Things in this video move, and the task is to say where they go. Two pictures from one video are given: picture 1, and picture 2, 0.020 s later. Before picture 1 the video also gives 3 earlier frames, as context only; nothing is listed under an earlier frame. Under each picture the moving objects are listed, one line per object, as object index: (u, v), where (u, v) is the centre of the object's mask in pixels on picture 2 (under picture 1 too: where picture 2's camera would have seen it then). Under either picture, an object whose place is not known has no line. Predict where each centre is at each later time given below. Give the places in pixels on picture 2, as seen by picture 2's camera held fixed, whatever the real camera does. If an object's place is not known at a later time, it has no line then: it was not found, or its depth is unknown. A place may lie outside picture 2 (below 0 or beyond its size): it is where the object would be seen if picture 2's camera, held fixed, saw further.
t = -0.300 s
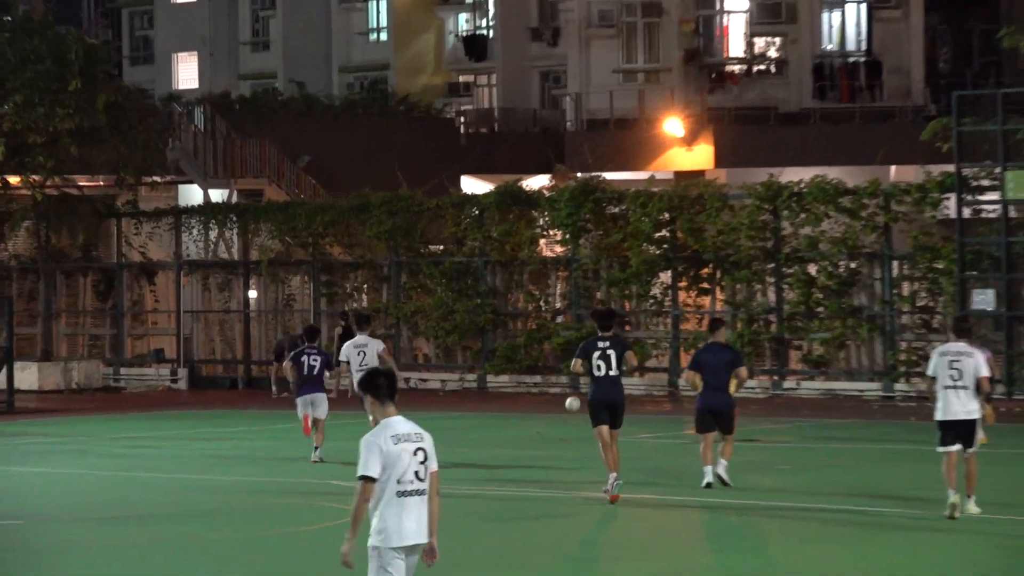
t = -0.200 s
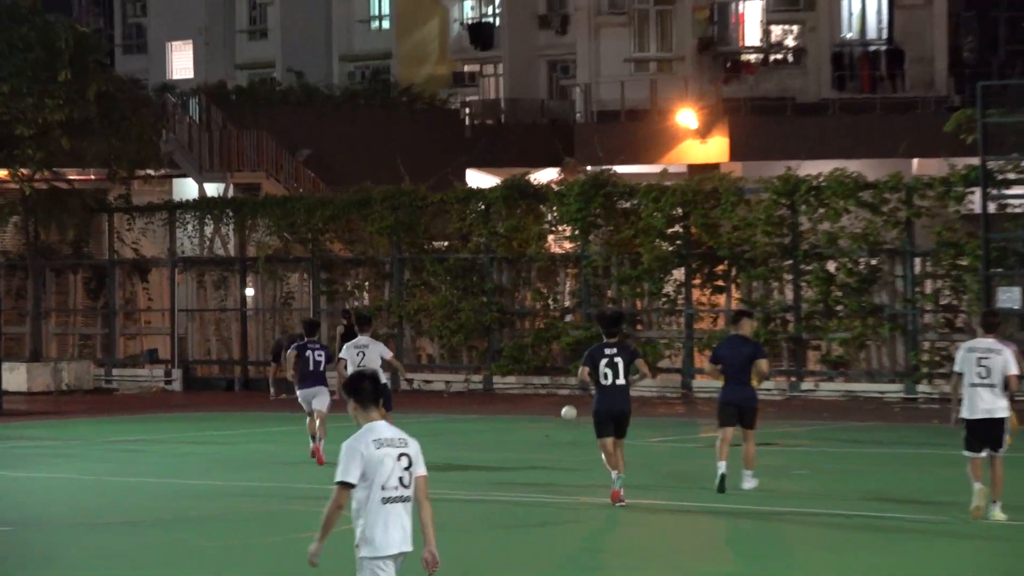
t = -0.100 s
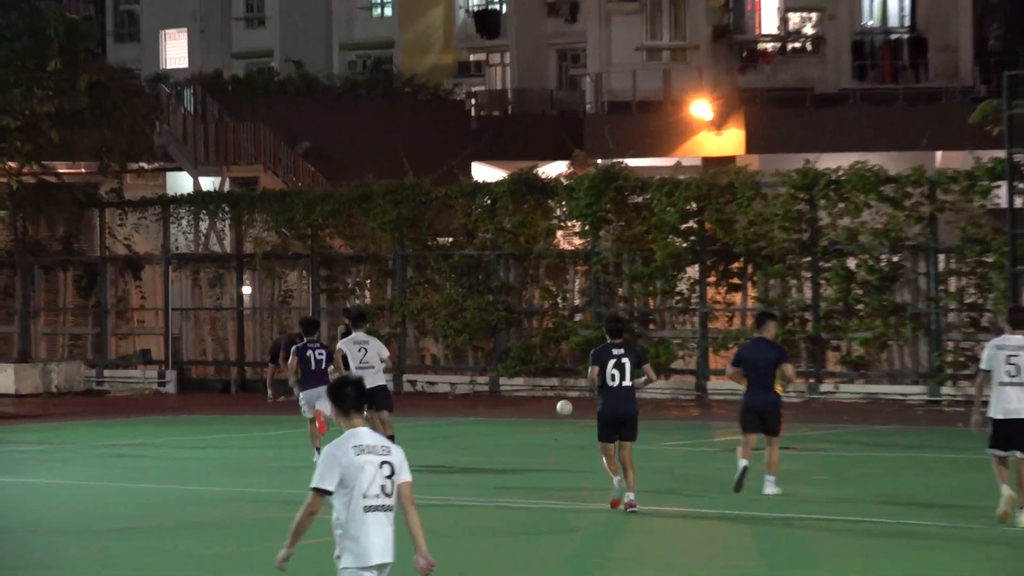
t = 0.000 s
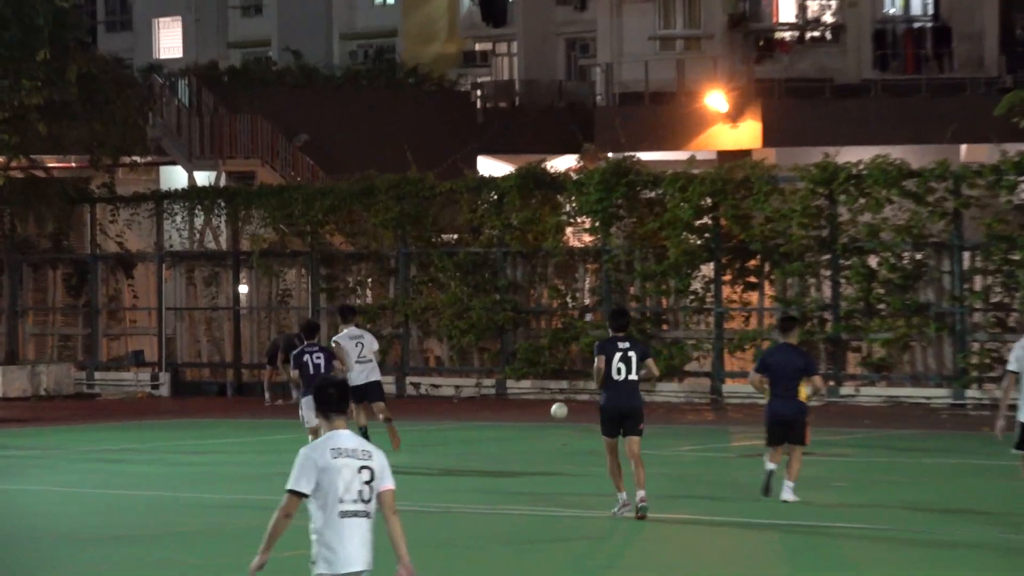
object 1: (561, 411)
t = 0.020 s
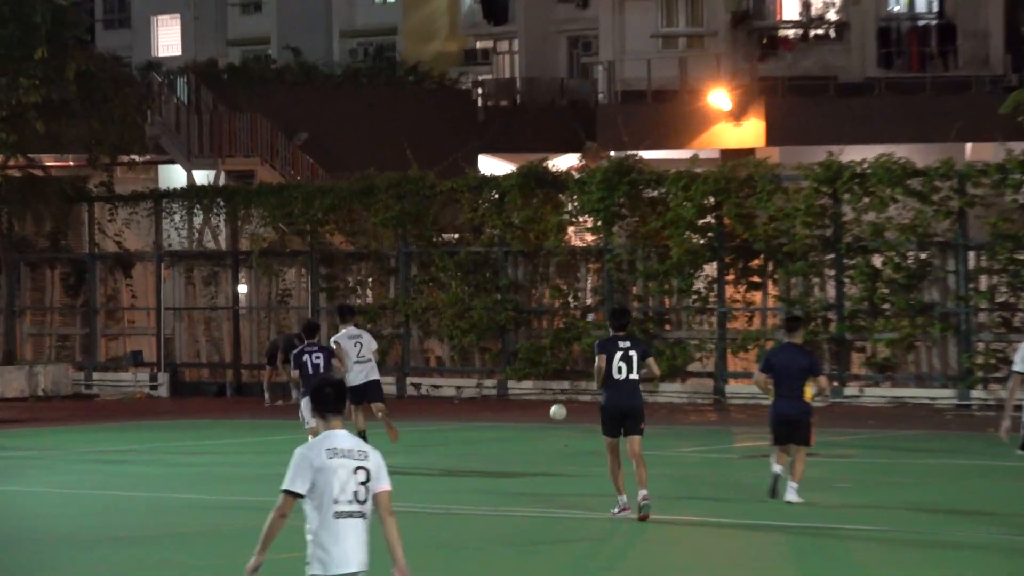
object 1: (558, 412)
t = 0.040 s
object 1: (555, 413)
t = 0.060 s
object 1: (552, 414)
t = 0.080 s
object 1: (549, 415)
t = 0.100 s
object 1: (546, 417)
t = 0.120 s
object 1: (543, 419)
